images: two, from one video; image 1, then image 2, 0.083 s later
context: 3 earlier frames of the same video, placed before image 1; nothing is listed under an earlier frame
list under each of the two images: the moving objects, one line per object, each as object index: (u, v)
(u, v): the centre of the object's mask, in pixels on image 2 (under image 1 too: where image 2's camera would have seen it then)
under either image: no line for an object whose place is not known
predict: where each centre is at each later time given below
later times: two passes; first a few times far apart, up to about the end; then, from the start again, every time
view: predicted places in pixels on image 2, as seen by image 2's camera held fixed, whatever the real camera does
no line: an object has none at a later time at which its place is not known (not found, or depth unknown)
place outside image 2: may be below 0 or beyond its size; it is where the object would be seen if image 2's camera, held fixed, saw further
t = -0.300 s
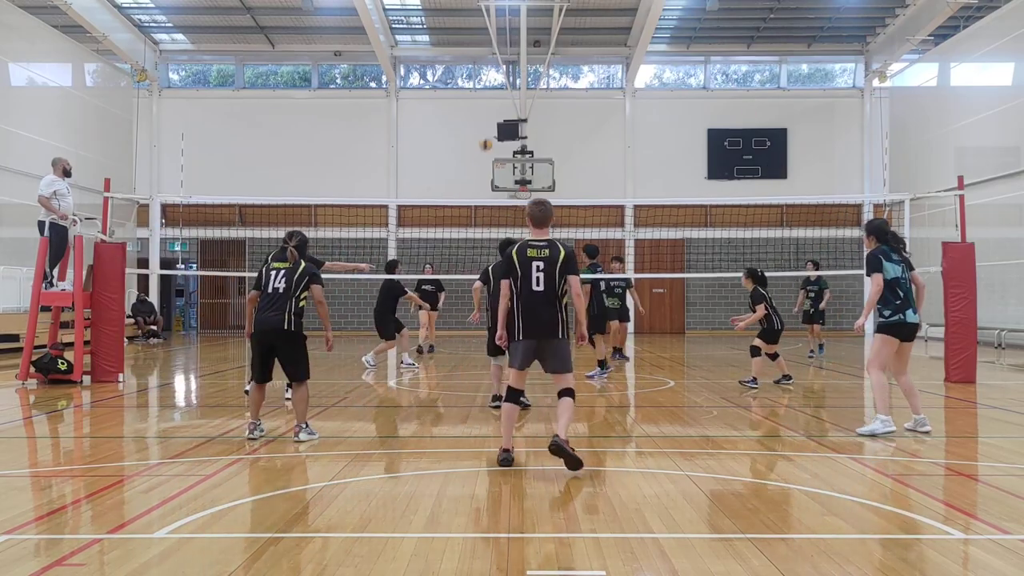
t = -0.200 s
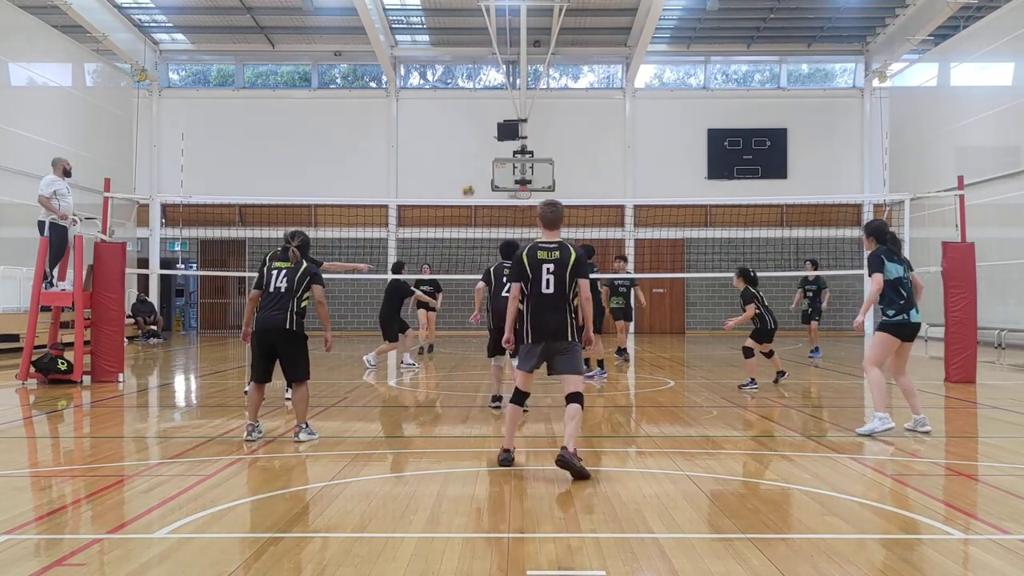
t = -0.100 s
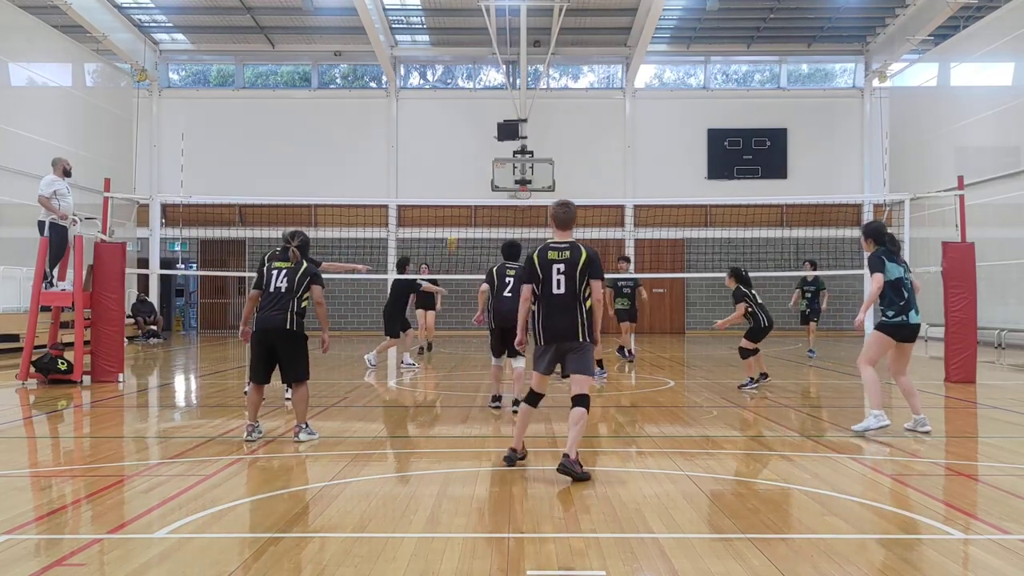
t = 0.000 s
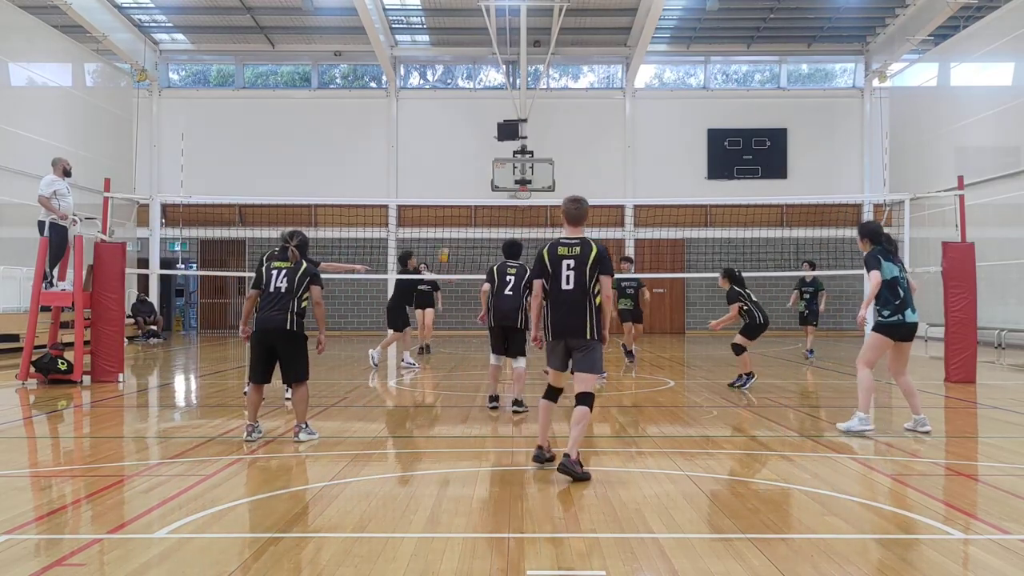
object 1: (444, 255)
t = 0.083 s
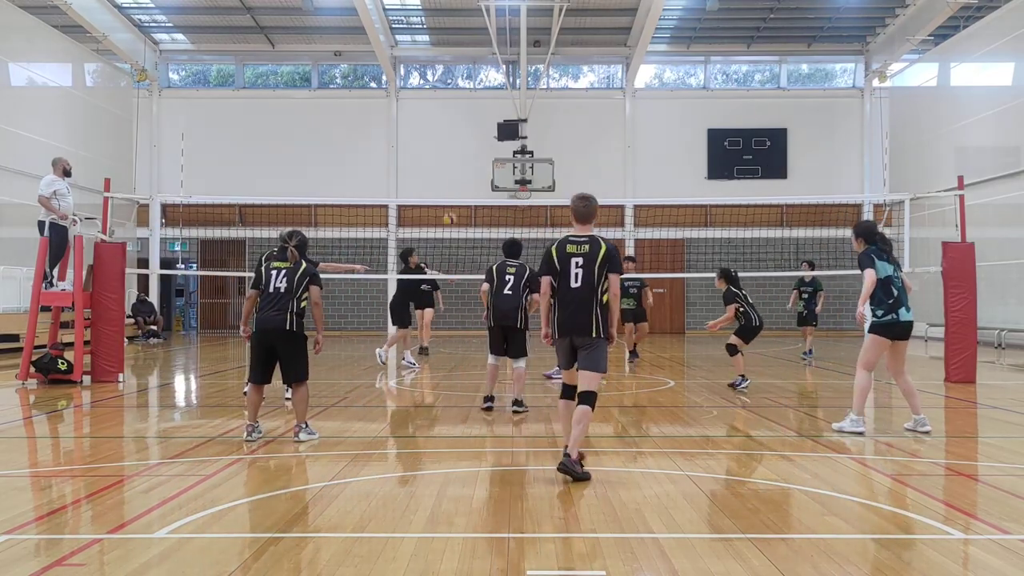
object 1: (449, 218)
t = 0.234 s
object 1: (458, 162)
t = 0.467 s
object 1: (472, 99)
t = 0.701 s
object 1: (485, 67)
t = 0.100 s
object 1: (450, 212)
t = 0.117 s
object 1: (450, 209)
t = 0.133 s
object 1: (452, 196)
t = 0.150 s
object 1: (454, 193)
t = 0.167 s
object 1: (455, 187)
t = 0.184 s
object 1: (456, 181)
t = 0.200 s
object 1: (456, 175)
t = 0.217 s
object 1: (458, 170)
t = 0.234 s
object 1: (458, 162)
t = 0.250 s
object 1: (460, 159)
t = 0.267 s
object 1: (460, 151)
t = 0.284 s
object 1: (461, 146)
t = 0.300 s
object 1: (462, 142)
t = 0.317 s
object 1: (463, 137)
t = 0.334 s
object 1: (464, 133)
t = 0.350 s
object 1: (465, 127)
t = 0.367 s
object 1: (466, 122)
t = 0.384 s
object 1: (466, 118)
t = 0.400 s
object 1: (467, 114)
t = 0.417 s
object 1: (469, 110)
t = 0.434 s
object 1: (469, 107)
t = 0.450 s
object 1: (471, 102)
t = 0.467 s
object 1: (472, 99)
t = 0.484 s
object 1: (473, 96)
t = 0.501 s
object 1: (474, 93)
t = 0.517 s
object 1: (475, 90)
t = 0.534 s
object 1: (475, 87)
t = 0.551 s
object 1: (476, 84)
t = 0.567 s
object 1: (478, 82)
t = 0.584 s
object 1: (479, 78)
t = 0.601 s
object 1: (480, 76)
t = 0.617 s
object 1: (480, 74)
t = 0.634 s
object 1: (481, 73)
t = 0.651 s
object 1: (482, 71)
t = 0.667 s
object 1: (482, 70)
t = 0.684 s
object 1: (484, 68)
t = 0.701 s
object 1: (485, 67)
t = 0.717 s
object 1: (486, 66)
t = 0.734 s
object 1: (487, 66)
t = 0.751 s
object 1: (488, 66)
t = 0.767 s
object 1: (489, 66)
